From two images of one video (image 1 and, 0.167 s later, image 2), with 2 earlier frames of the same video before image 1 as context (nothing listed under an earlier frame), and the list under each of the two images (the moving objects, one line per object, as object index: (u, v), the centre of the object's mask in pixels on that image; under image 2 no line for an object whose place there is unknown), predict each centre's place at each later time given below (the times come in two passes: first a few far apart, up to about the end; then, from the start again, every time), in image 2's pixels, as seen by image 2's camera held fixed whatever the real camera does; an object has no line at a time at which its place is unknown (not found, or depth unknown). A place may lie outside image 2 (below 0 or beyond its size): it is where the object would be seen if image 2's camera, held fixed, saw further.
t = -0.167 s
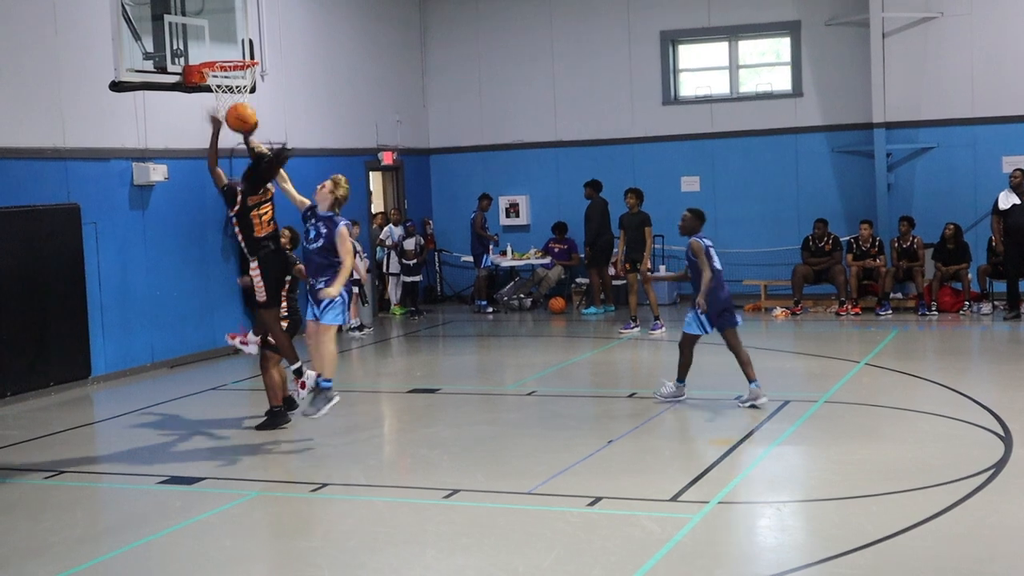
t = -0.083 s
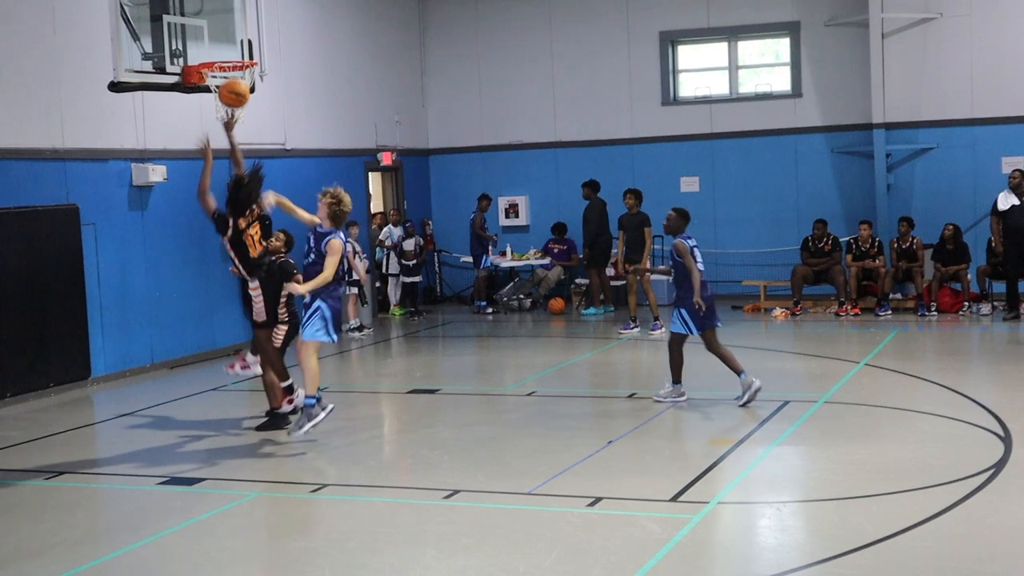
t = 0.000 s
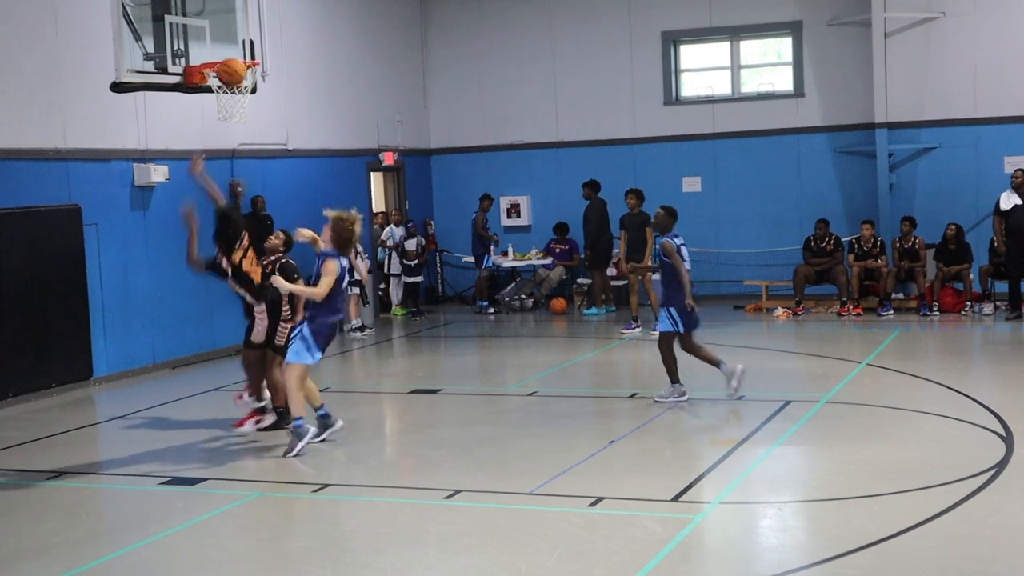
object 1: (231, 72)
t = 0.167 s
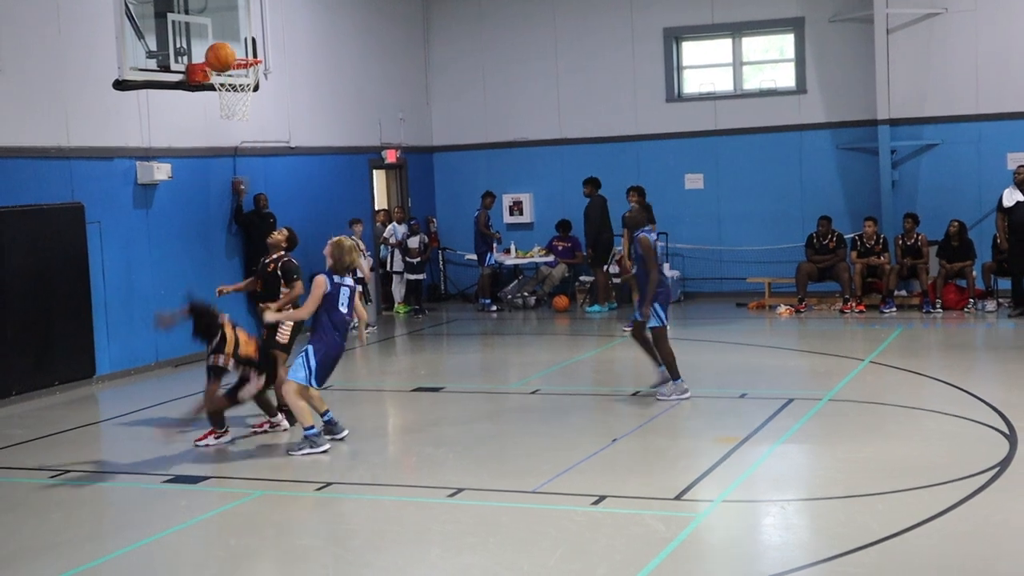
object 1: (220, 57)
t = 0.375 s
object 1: (197, 92)
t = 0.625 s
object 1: (171, 214)
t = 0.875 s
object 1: (148, 431)
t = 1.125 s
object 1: (119, 347)
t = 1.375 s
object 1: (91, 258)
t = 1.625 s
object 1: (70, 252)
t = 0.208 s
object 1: (216, 60)
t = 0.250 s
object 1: (211, 65)
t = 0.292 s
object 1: (204, 72)
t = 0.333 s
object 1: (200, 80)
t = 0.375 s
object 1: (197, 92)
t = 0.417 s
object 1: (192, 107)
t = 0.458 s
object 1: (187, 123)
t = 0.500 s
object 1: (183, 143)
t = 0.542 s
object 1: (180, 163)
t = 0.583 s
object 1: (175, 187)
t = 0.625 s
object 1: (171, 214)
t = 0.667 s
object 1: (167, 243)
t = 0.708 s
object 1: (163, 274)
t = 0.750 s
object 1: (159, 309)
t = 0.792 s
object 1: (155, 346)
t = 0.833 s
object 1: (151, 385)
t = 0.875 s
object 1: (148, 431)
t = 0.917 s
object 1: (144, 476)
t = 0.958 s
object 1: (139, 449)
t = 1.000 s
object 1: (134, 422)
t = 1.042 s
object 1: (129, 393)
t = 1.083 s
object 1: (124, 370)
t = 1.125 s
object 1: (119, 347)
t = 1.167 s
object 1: (114, 327)
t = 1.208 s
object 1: (109, 309)
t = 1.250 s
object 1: (104, 292)
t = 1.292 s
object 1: (100, 279)
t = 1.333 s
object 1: (95, 267)
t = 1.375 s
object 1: (91, 258)
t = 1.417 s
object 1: (87, 251)
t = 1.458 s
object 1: (84, 246)
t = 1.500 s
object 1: (80, 244)
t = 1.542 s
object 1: (77, 244)
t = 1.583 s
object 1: (73, 247)
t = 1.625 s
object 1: (70, 252)
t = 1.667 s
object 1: (66, 259)
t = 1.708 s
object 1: (63, 270)
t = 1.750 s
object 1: (59, 283)
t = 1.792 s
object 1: (57, 299)
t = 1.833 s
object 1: (52, 318)
